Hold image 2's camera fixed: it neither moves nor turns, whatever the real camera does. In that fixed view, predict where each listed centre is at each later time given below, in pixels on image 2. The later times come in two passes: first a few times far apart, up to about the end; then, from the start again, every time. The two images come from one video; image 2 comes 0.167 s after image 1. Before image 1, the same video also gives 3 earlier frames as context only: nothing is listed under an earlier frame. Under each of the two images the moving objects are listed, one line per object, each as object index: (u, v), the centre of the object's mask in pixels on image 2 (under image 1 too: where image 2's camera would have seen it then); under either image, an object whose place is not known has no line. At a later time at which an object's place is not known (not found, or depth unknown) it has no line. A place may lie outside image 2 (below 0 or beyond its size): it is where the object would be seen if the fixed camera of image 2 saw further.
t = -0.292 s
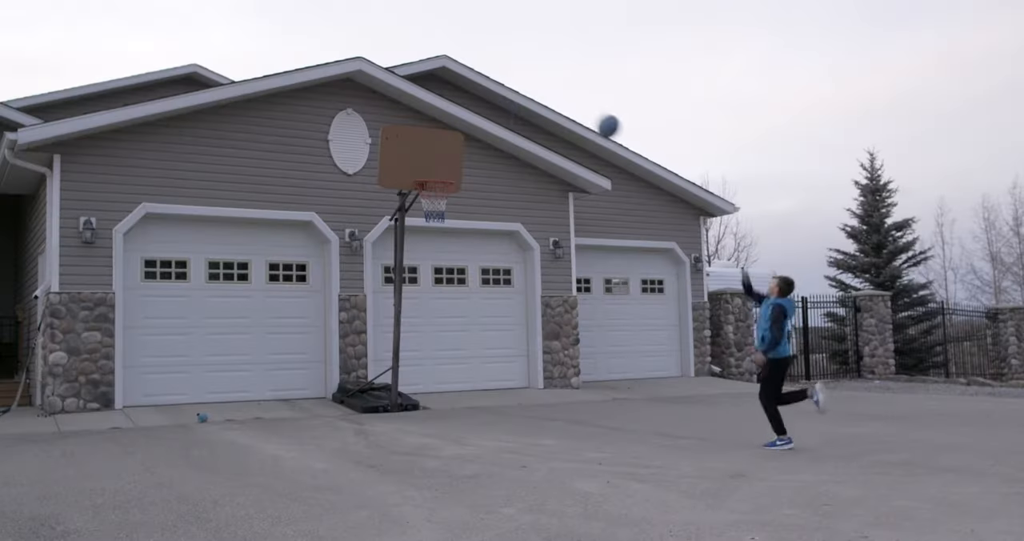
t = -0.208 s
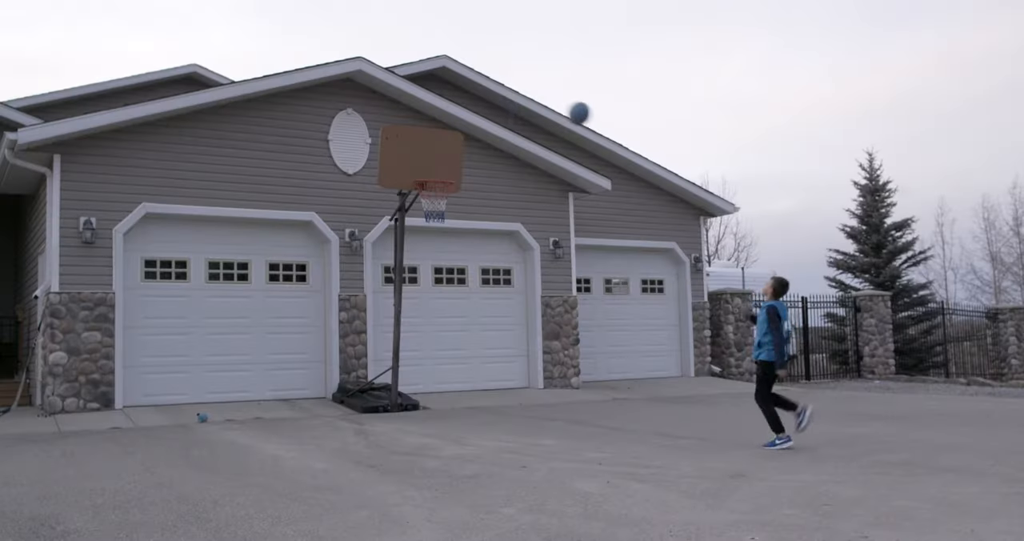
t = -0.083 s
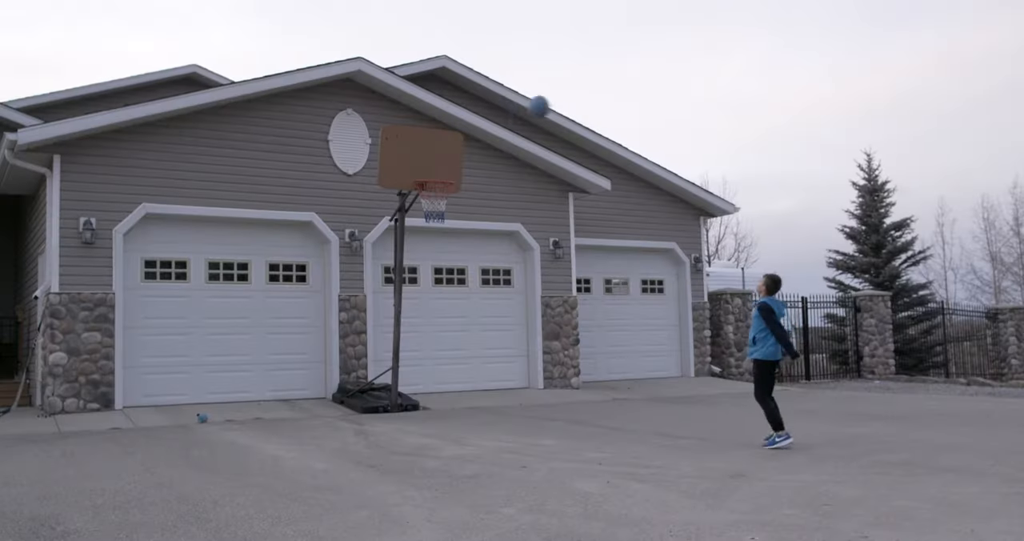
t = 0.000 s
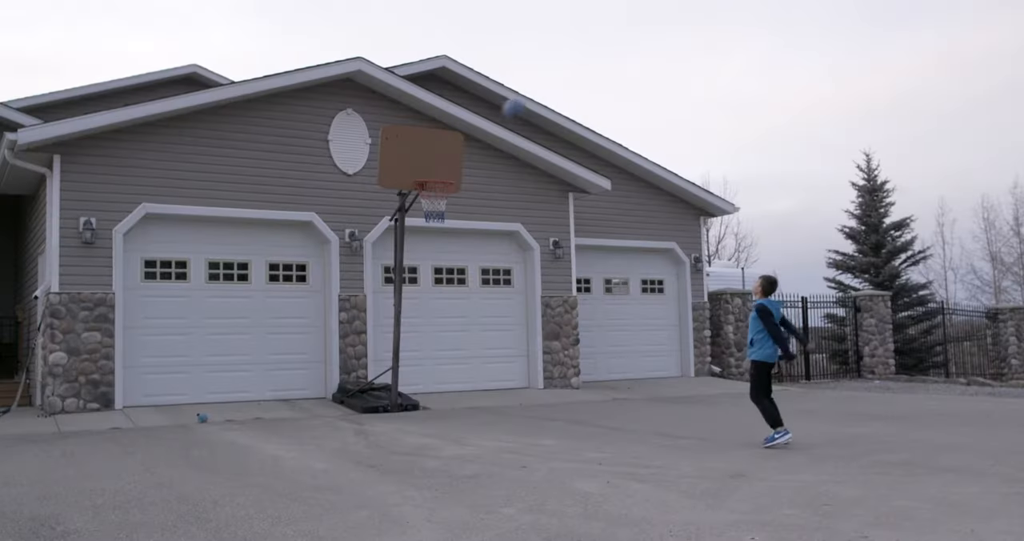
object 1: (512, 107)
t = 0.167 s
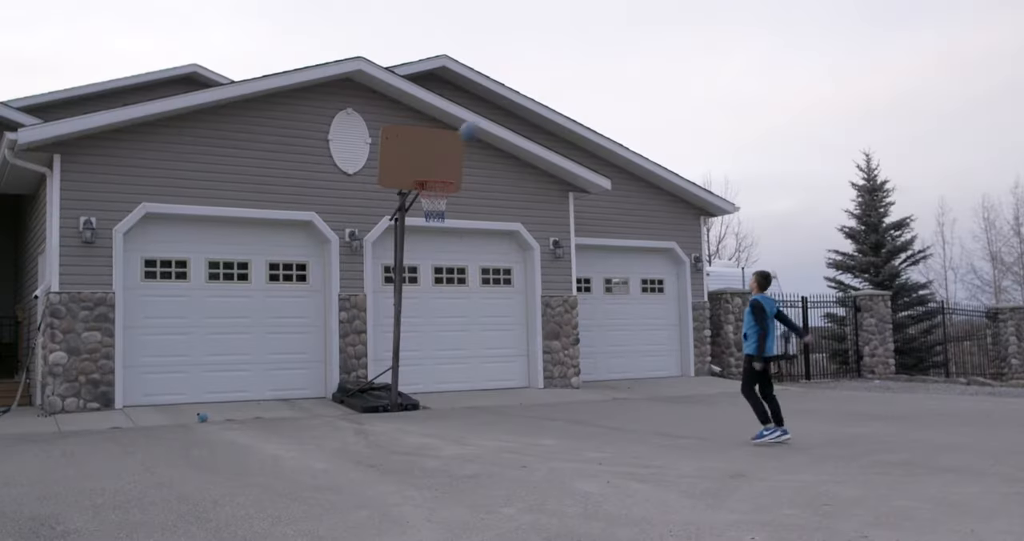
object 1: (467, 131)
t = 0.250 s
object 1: (449, 150)
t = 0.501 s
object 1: (439, 211)
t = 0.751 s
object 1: (466, 266)
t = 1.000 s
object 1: (494, 370)
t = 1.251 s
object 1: (519, 343)
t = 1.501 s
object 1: (543, 297)
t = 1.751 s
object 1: (572, 303)
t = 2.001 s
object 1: (601, 361)
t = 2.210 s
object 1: (625, 381)
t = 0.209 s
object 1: (459, 139)
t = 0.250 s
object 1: (449, 150)
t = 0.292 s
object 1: (439, 161)
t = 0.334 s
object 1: (430, 172)
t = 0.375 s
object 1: (425, 185)
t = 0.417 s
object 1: (430, 192)
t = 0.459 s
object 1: (435, 211)
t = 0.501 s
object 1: (439, 211)
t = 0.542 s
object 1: (443, 214)
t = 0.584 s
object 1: (449, 224)
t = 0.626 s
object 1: (453, 232)
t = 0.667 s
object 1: (457, 242)
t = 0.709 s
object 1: (462, 253)
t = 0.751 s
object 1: (466, 266)
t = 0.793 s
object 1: (471, 279)
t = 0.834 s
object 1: (476, 295)
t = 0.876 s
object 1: (480, 312)
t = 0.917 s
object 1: (485, 330)
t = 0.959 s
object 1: (490, 349)
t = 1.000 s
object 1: (494, 370)
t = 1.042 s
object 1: (499, 392)
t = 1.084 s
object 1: (503, 403)
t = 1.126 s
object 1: (507, 385)
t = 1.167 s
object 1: (511, 369)
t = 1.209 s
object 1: (515, 355)
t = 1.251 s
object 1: (519, 343)
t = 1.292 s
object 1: (523, 332)
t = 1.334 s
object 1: (527, 322)
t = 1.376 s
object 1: (531, 314)
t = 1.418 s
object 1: (535, 307)
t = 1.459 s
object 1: (540, 302)
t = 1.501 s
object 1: (543, 297)
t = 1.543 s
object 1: (548, 295)
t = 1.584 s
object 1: (552, 295)
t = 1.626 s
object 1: (557, 294)
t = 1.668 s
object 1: (561, 295)
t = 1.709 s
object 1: (568, 298)
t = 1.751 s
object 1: (572, 303)
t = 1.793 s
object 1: (577, 308)
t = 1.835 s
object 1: (581, 316)
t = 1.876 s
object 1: (585, 325)
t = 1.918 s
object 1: (591, 336)
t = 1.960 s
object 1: (596, 347)
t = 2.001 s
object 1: (601, 361)
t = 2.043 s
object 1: (605, 376)
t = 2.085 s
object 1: (612, 394)
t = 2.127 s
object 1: (616, 407)
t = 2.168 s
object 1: (620, 394)
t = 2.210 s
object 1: (625, 381)
